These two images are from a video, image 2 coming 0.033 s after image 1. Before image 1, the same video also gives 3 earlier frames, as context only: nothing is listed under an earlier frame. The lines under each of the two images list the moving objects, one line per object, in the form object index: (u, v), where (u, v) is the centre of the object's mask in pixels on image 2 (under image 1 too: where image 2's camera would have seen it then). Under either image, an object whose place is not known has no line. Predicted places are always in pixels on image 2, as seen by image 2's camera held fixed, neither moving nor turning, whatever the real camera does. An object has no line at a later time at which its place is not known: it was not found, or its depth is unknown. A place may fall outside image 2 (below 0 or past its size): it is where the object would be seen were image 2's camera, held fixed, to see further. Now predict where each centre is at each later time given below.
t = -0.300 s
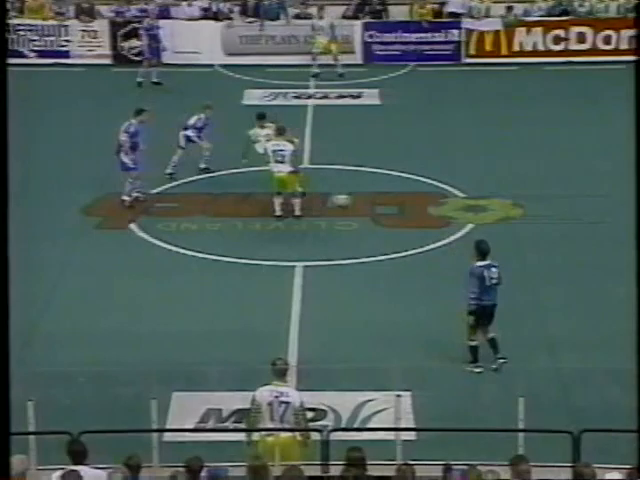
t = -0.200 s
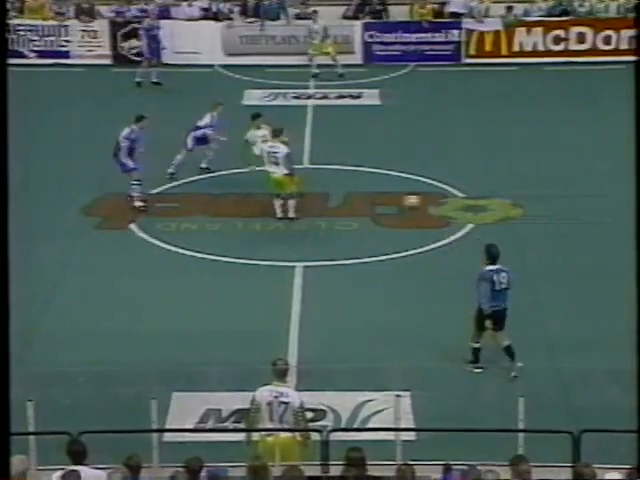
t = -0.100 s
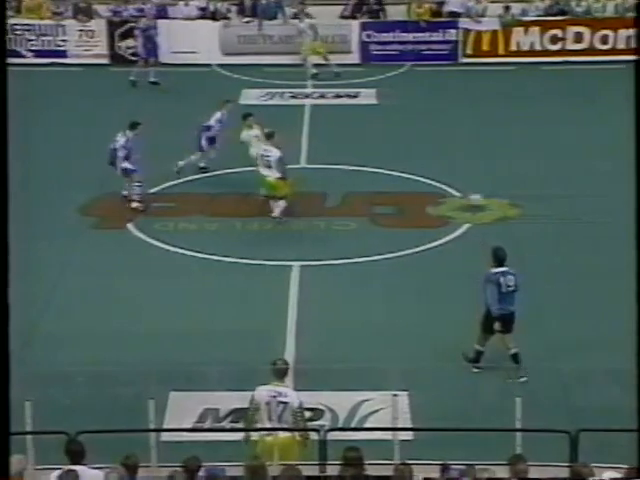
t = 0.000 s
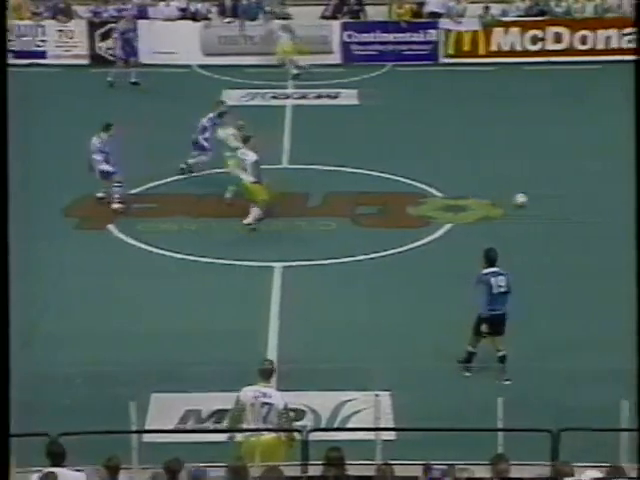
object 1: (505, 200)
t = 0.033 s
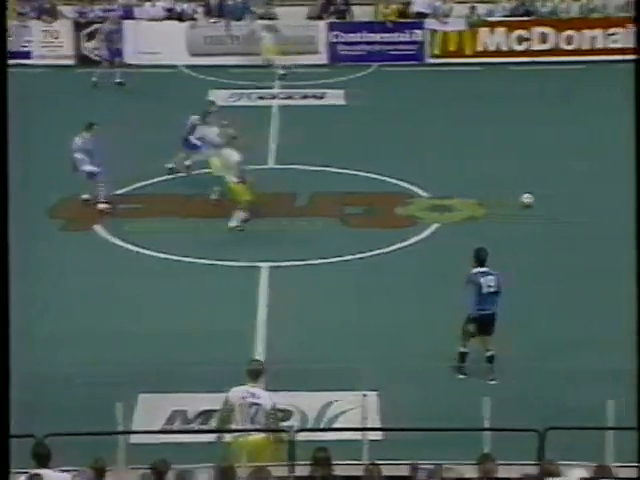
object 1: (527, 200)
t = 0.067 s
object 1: (547, 201)
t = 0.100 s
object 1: (569, 199)
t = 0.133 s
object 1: (591, 197)
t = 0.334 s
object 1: (696, 193)
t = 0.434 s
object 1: (738, 191)
